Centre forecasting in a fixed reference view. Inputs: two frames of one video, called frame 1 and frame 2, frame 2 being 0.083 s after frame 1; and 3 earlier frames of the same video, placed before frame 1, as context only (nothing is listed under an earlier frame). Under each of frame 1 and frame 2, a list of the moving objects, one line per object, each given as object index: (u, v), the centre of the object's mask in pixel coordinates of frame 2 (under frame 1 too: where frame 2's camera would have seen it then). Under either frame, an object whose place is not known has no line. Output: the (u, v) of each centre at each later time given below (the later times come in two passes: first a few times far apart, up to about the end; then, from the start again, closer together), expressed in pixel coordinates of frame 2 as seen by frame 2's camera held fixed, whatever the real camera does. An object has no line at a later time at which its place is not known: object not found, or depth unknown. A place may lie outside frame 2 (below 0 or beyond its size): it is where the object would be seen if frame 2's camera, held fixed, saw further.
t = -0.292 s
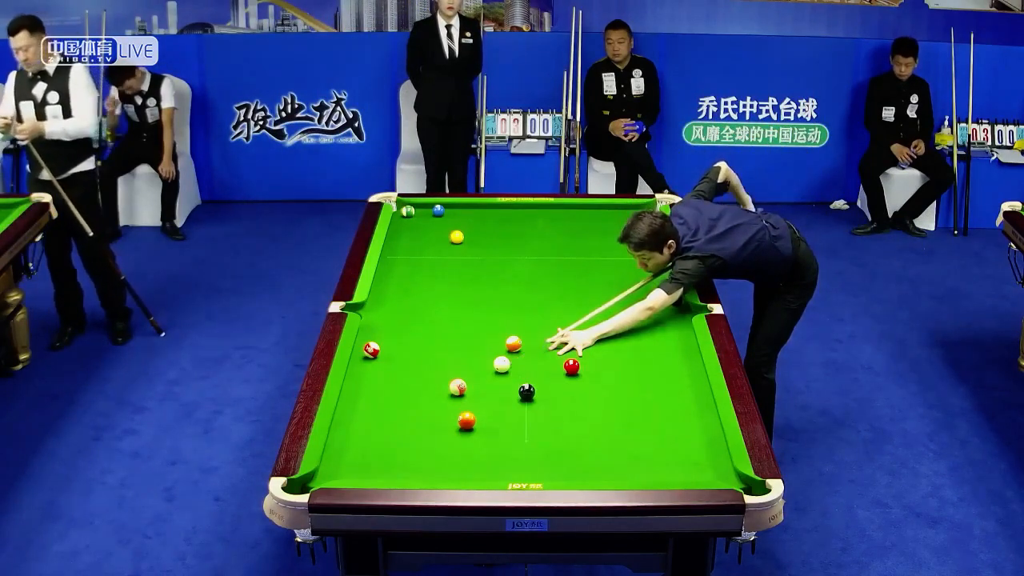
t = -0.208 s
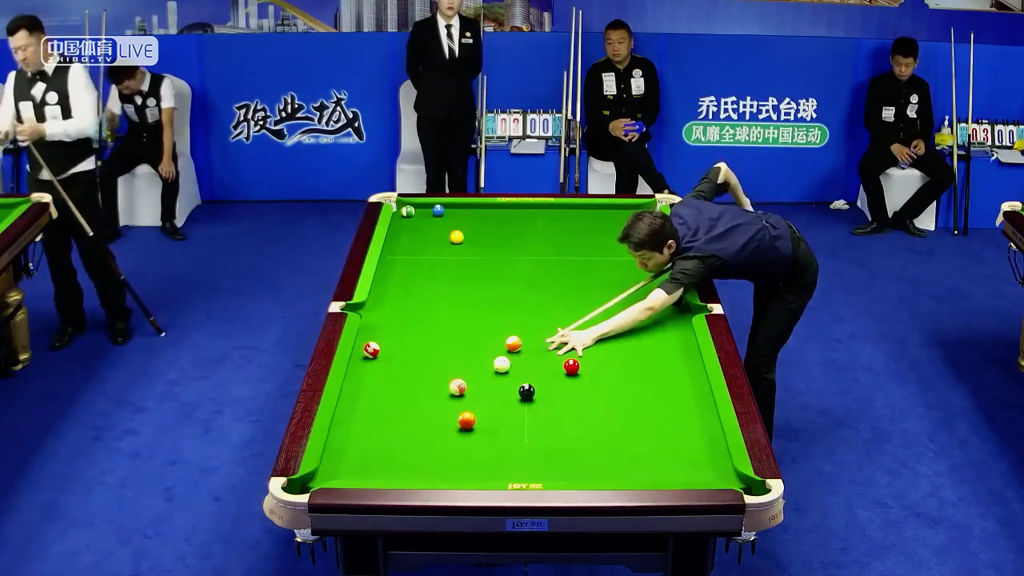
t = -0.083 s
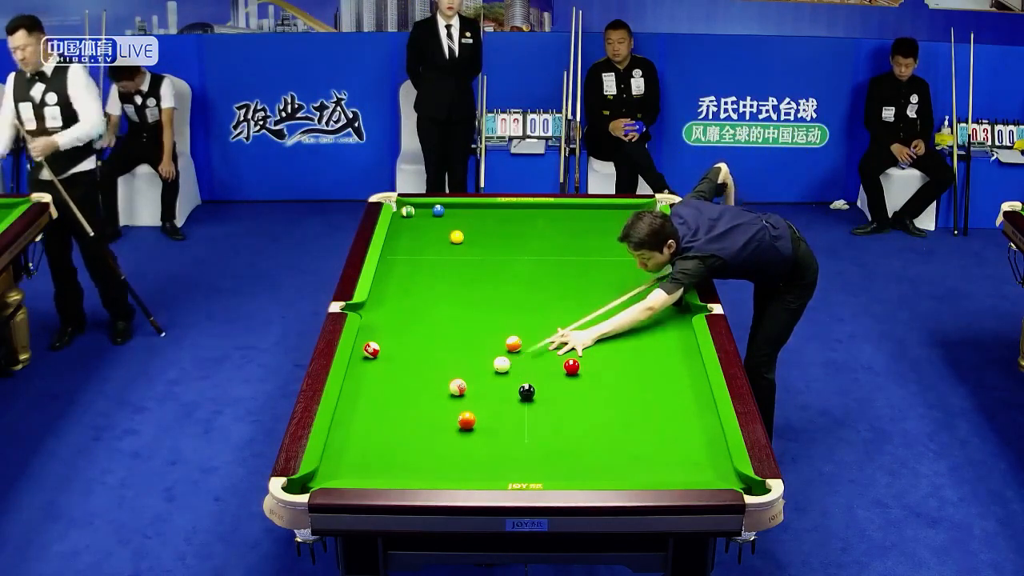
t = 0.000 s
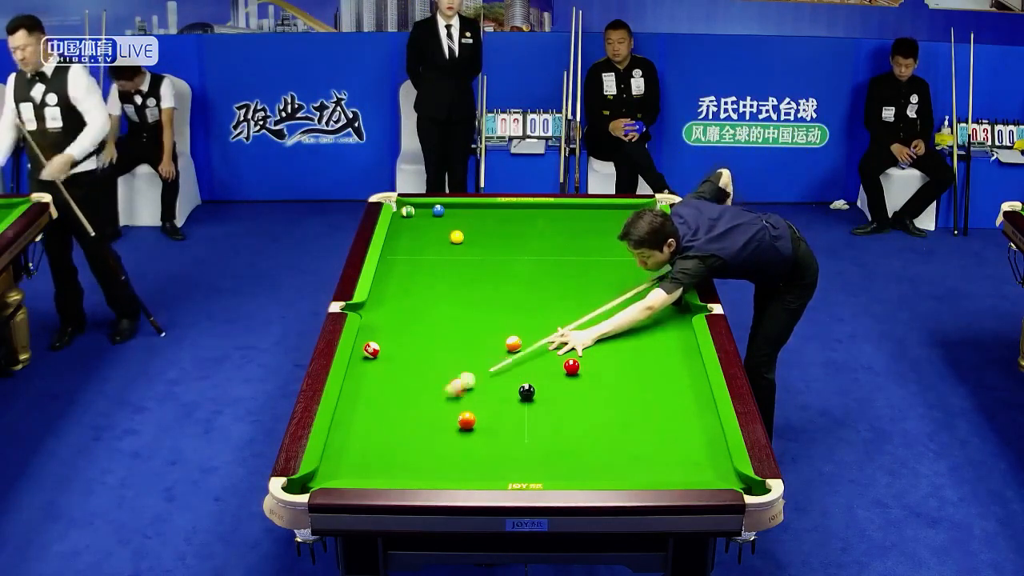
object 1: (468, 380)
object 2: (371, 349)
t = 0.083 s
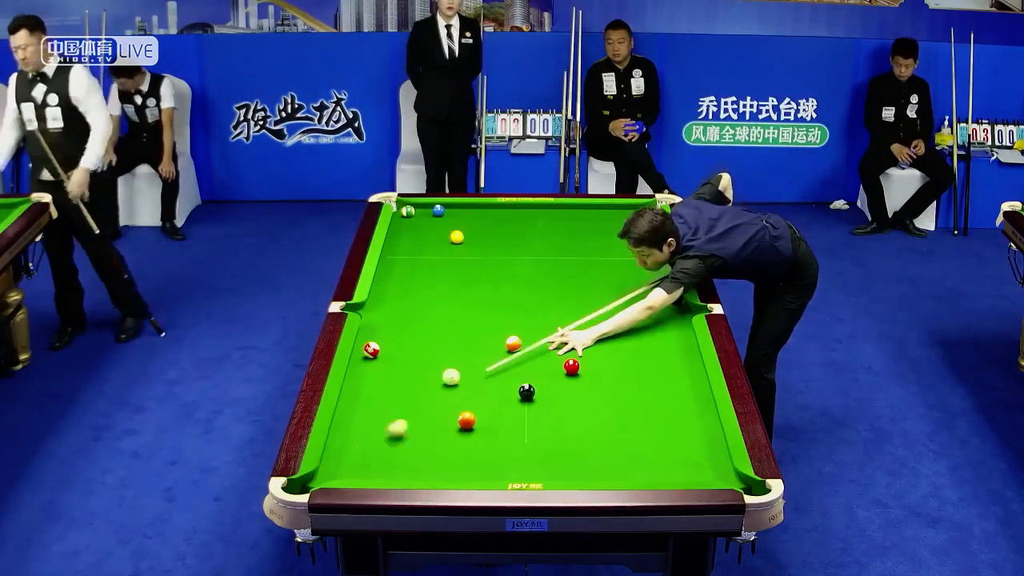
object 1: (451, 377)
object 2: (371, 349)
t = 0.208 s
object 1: (434, 371)
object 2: (371, 349)
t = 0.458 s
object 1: (406, 360)
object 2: (371, 349)
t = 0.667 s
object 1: (387, 350)
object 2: (366, 349)
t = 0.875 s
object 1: (386, 344)
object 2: (365, 348)
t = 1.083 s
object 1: (385, 338)
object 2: (374, 348)
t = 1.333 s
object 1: (384, 332)
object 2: (384, 348)
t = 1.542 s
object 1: (382, 327)
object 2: (392, 347)
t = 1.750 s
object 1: (381, 323)
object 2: (399, 348)
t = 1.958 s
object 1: (380, 319)
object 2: (404, 348)
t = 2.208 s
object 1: (379, 315)
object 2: (408, 347)
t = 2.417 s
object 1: (379, 313)
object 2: (411, 347)
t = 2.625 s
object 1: (378, 310)
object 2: (413, 347)
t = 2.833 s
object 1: (378, 309)
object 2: (415, 347)
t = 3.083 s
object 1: (377, 307)
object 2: (415, 347)
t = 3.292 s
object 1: (377, 306)
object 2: (414, 347)
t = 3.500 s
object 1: (377, 306)
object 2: (414, 347)
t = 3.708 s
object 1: (377, 306)
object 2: (414, 347)
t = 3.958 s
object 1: (377, 306)
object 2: (414, 347)
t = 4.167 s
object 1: (377, 306)
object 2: (414, 347)
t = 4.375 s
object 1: (377, 306)
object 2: (414, 347)
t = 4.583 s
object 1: (377, 306)
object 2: (414, 347)
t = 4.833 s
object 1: (377, 306)
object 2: (414, 347)
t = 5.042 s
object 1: (377, 306)
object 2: (414, 347)
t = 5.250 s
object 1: (377, 306)
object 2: (414, 347)
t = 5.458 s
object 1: (377, 306)
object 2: (414, 347)
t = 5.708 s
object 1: (377, 306)
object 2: (414, 347)
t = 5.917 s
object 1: (377, 306)
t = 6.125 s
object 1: (377, 306)
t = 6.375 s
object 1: (374, 306)
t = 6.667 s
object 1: (377, 306)
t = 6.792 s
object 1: (377, 306)
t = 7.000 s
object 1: (377, 306)
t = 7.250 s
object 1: (377, 306)
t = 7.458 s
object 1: (377, 306)
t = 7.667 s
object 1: (377, 306)
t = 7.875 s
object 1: (377, 306)
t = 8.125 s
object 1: (377, 306)
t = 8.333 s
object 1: (377, 306)
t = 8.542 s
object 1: (377, 306)
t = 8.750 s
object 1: (377, 306)
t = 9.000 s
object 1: (377, 306)
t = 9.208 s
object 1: (377, 306)
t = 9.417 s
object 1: (377, 306)
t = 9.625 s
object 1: (377, 306)
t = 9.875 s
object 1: (377, 306)
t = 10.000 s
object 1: (377, 306)
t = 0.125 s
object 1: (444, 375)
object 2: (371, 349)
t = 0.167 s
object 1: (439, 373)
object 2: (371, 349)
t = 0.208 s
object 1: (434, 371)
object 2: (371, 349)
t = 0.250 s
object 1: (429, 369)
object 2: (371, 349)
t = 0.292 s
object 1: (424, 367)
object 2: (371, 349)
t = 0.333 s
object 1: (420, 365)
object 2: (371, 349)
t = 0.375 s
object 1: (415, 364)
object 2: (371, 349)
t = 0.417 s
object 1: (411, 362)
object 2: (371, 349)
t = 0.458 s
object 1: (406, 360)
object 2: (371, 349)
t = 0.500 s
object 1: (402, 358)
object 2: (371, 349)
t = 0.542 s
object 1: (398, 356)
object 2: (371, 349)
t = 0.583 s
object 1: (393, 355)
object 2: (371, 349)
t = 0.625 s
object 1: (389, 353)
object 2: (371, 349)
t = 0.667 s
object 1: (387, 350)
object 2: (366, 349)
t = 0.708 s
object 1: (387, 349)
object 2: (362, 349)
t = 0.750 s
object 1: (386, 348)
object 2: (359, 348)
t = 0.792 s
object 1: (386, 346)
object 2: (361, 348)
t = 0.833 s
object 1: (386, 345)
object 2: (363, 348)
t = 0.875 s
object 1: (386, 344)
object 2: (365, 348)
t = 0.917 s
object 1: (385, 343)
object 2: (367, 348)
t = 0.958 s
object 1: (385, 342)
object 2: (369, 348)
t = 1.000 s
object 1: (385, 341)
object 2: (371, 348)
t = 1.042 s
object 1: (385, 339)
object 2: (373, 348)
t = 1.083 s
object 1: (385, 338)
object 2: (374, 348)
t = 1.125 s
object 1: (385, 337)
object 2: (376, 348)
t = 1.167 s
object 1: (385, 336)
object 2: (377, 348)
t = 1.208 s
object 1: (385, 335)
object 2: (378, 348)
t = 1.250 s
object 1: (384, 334)
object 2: (380, 348)
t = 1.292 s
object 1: (384, 333)
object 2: (382, 348)
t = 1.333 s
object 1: (384, 332)
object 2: (384, 348)
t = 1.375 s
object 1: (383, 331)
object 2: (385, 347)
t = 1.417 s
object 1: (383, 330)
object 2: (387, 347)
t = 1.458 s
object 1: (383, 329)
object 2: (388, 347)
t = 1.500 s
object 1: (383, 328)
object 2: (390, 347)
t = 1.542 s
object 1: (382, 327)
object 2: (392, 347)
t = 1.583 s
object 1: (382, 326)
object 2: (393, 347)
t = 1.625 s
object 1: (382, 326)
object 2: (394, 347)
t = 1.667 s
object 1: (382, 324)
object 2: (397, 347)
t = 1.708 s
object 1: (382, 323)
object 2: (398, 348)
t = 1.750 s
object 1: (381, 323)
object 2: (399, 348)
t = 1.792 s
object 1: (381, 322)
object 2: (400, 348)
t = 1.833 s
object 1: (381, 321)
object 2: (401, 348)
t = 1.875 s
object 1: (381, 320)
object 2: (402, 348)
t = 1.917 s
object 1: (380, 319)
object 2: (403, 348)
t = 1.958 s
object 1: (380, 319)
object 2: (404, 348)
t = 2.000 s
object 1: (380, 318)
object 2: (404, 348)
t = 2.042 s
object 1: (380, 318)
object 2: (405, 348)
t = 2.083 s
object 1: (380, 317)
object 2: (406, 347)
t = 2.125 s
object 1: (380, 316)
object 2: (407, 347)
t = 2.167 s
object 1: (380, 316)
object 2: (408, 347)
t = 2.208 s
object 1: (379, 315)
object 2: (408, 347)
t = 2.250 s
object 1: (379, 315)
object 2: (409, 347)
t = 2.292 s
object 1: (379, 314)
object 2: (409, 347)
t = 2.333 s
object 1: (379, 313)
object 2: (410, 347)
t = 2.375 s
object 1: (379, 313)
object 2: (411, 347)
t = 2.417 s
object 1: (379, 313)
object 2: (411, 347)
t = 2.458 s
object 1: (379, 312)
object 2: (412, 347)
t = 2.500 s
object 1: (378, 312)
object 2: (412, 347)
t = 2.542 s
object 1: (378, 311)
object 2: (413, 347)
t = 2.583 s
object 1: (378, 311)
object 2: (413, 347)
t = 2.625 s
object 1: (378, 310)
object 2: (413, 347)
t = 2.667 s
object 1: (378, 310)
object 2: (414, 347)
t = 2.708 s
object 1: (378, 309)
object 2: (414, 347)
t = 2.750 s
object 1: (378, 309)
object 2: (414, 347)
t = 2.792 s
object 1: (378, 309)
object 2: (415, 347)
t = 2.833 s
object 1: (378, 309)
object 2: (415, 347)
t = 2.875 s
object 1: (378, 308)
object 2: (415, 347)
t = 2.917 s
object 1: (378, 308)
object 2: (415, 347)
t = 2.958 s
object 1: (378, 308)
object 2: (415, 347)
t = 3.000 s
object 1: (378, 308)
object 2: (415, 347)
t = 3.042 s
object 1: (378, 307)
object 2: (415, 347)
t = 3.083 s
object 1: (377, 307)
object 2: (415, 347)
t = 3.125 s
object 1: (377, 307)
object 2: (415, 347)
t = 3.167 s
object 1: (377, 307)
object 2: (415, 347)
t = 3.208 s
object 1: (377, 307)
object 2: (414, 347)
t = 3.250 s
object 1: (377, 307)
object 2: (414, 347)
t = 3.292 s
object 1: (377, 306)
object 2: (414, 347)
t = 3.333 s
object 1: (377, 306)
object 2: (414, 347)
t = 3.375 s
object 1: (377, 306)
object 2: (414, 347)
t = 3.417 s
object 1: (377, 306)
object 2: (414, 347)
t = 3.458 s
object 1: (377, 306)
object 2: (414, 347)
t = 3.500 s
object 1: (377, 306)
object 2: (414, 347)
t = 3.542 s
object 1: (377, 306)
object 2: (414, 347)
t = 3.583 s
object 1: (377, 306)
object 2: (414, 347)
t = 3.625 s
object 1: (377, 306)
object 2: (414, 347)
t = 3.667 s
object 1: (377, 306)
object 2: (414, 347)
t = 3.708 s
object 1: (377, 306)
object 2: (414, 347)
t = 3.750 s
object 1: (377, 306)
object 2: (414, 347)
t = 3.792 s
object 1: (377, 306)
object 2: (414, 347)
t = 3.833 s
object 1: (377, 306)
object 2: (414, 347)
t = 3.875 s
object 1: (377, 306)
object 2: (414, 347)
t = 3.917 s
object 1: (377, 306)
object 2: (414, 347)
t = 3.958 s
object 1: (377, 306)
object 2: (414, 347)
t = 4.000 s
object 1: (377, 306)
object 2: (414, 347)
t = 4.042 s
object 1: (377, 306)
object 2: (414, 347)
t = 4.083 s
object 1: (377, 306)
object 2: (414, 347)
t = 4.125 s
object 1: (377, 306)
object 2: (414, 347)
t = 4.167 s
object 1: (377, 306)
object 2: (414, 347)
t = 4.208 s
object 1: (377, 306)
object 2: (414, 347)
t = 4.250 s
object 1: (377, 306)
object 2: (414, 347)
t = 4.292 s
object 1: (377, 306)
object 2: (414, 347)
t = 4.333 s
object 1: (377, 306)
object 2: (414, 347)
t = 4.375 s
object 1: (377, 306)
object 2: (414, 347)
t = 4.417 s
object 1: (377, 306)
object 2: (414, 347)
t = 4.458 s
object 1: (377, 306)
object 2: (414, 347)
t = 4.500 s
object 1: (377, 306)
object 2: (414, 347)
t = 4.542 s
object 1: (377, 306)
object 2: (414, 347)
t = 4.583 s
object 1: (377, 306)
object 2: (414, 347)
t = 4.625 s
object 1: (377, 306)
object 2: (414, 347)
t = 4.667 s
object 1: (377, 306)
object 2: (414, 347)
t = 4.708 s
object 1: (377, 306)
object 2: (414, 347)
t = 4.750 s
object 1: (377, 306)
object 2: (414, 347)
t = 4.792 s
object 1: (377, 306)
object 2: (414, 347)
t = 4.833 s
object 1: (377, 306)
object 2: (414, 347)
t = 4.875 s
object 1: (377, 306)
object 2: (414, 347)
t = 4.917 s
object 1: (377, 306)
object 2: (414, 347)
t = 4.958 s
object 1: (377, 306)
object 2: (414, 347)
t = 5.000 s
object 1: (377, 306)
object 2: (414, 347)
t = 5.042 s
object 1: (377, 306)
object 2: (414, 347)
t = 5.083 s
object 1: (377, 306)
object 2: (414, 347)
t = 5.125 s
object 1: (377, 306)
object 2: (414, 347)
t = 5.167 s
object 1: (377, 306)
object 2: (414, 347)
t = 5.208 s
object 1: (377, 306)
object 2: (414, 347)
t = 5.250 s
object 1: (377, 306)
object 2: (414, 347)
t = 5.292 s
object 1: (377, 306)
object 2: (414, 347)
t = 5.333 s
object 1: (377, 306)
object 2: (414, 347)
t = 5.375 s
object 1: (377, 306)
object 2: (414, 347)
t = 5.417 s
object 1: (377, 306)
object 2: (414, 347)
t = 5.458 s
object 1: (377, 306)
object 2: (414, 347)
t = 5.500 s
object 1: (377, 306)
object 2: (414, 347)
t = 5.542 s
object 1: (377, 306)
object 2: (414, 347)
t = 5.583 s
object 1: (377, 306)
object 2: (414, 347)
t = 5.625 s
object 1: (377, 306)
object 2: (414, 347)
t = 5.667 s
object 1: (377, 306)
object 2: (414, 347)
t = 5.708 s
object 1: (377, 306)
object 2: (414, 347)
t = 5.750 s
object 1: (377, 306)
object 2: (414, 347)
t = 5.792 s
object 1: (377, 306)
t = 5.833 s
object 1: (377, 306)
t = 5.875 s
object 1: (377, 306)
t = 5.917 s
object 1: (377, 306)
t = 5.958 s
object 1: (377, 306)
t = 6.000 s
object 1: (377, 306)
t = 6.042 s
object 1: (377, 306)
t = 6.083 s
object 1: (377, 306)
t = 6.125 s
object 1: (377, 306)
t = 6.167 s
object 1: (377, 306)
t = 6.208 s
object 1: (377, 306)
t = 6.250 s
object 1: (377, 306)
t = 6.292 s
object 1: (377, 306)
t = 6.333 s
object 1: (377, 306)
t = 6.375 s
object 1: (374, 306)
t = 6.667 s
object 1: (377, 306)
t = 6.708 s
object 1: (377, 306)
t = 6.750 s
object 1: (377, 306)
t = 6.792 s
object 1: (377, 306)
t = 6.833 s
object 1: (377, 306)
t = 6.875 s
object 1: (377, 306)
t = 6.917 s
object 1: (377, 306)
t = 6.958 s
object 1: (377, 306)
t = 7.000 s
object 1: (377, 306)
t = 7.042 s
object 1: (377, 306)
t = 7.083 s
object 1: (377, 306)
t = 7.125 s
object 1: (377, 306)
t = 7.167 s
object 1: (377, 306)
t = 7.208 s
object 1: (377, 306)
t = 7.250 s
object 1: (377, 306)
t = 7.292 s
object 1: (377, 306)
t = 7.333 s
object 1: (377, 306)
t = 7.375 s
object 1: (377, 306)
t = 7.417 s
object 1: (377, 306)
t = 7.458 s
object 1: (377, 306)
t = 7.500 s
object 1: (377, 306)
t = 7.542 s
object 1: (377, 306)
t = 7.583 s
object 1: (377, 306)
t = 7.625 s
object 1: (377, 306)
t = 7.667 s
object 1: (377, 306)
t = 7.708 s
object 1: (377, 306)
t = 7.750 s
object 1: (377, 306)
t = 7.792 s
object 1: (377, 306)
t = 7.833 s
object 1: (377, 306)
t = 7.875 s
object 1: (377, 306)
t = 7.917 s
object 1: (377, 306)
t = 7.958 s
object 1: (377, 306)
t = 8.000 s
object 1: (377, 306)
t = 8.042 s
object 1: (377, 306)
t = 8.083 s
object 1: (377, 306)
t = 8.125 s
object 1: (377, 306)
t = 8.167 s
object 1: (377, 306)
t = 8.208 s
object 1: (377, 306)
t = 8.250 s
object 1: (377, 306)
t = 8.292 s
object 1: (377, 306)
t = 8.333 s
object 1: (377, 306)
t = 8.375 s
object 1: (377, 306)
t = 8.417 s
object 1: (377, 306)
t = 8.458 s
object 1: (377, 306)
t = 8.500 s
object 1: (377, 306)
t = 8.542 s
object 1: (377, 306)
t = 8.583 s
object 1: (377, 306)
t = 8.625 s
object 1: (377, 306)
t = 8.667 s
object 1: (377, 306)
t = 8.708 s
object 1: (377, 306)
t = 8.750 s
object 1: (377, 306)
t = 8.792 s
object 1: (377, 306)
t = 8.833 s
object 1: (377, 306)
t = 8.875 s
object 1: (377, 306)
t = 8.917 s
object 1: (377, 306)
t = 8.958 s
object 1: (377, 306)
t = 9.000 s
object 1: (377, 306)
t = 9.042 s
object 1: (377, 306)
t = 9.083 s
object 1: (377, 306)
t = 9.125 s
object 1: (377, 306)
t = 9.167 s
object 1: (377, 306)
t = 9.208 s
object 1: (377, 306)
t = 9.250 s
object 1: (377, 306)
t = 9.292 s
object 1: (377, 306)
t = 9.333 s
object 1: (377, 306)
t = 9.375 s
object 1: (377, 306)
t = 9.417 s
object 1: (377, 306)
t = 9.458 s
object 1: (377, 306)
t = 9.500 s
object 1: (377, 306)
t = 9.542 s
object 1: (377, 306)
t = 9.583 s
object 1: (377, 306)
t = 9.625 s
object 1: (377, 306)
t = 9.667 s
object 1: (377, 306)
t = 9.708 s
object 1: (377, 306)
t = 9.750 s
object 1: (377, 306)
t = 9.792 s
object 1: (377, 306)
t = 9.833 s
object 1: (377, 306)
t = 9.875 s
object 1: (377, 306)
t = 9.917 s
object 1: (377, 306)
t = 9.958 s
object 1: (377, 306)
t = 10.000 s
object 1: (377, 306)
